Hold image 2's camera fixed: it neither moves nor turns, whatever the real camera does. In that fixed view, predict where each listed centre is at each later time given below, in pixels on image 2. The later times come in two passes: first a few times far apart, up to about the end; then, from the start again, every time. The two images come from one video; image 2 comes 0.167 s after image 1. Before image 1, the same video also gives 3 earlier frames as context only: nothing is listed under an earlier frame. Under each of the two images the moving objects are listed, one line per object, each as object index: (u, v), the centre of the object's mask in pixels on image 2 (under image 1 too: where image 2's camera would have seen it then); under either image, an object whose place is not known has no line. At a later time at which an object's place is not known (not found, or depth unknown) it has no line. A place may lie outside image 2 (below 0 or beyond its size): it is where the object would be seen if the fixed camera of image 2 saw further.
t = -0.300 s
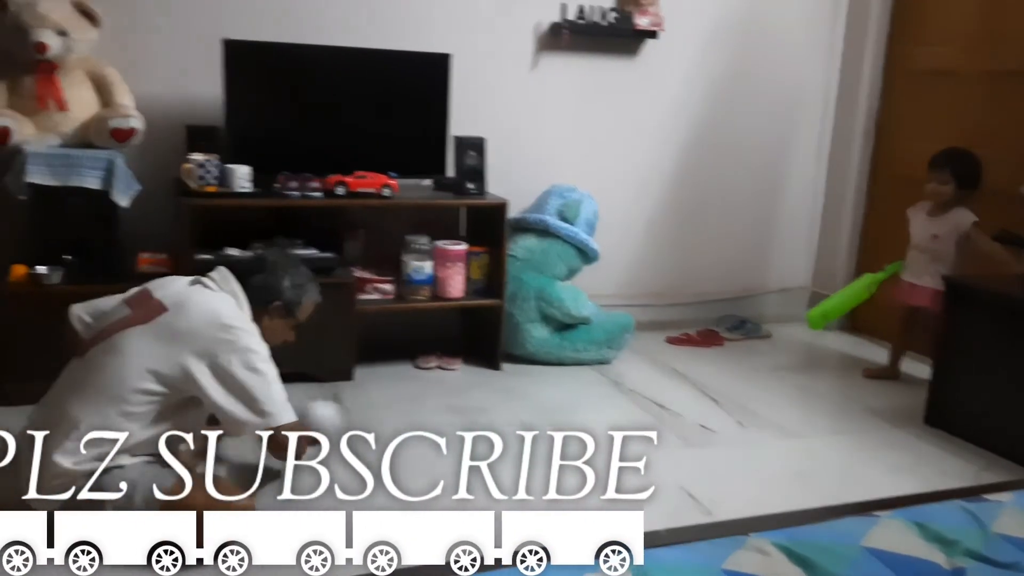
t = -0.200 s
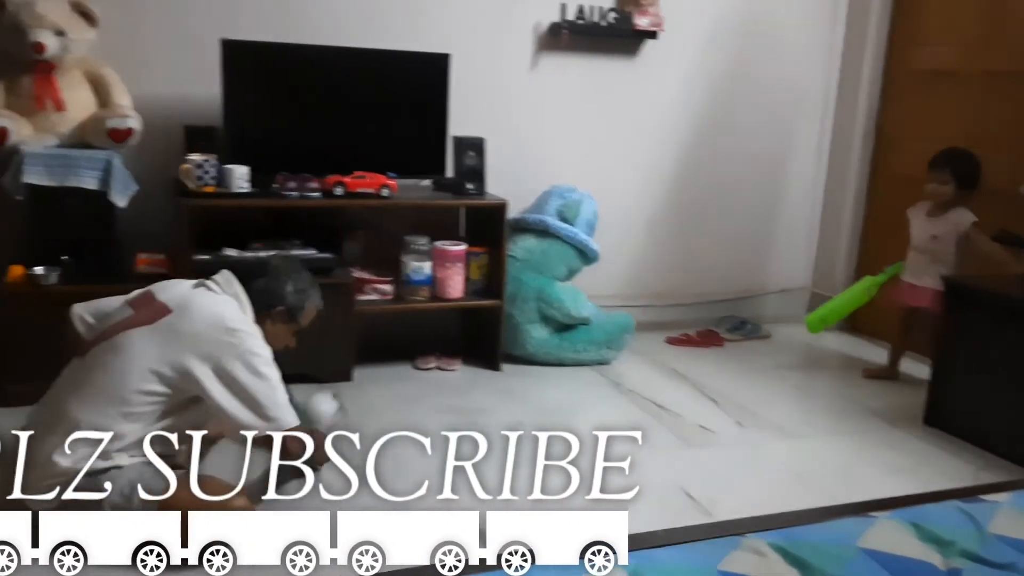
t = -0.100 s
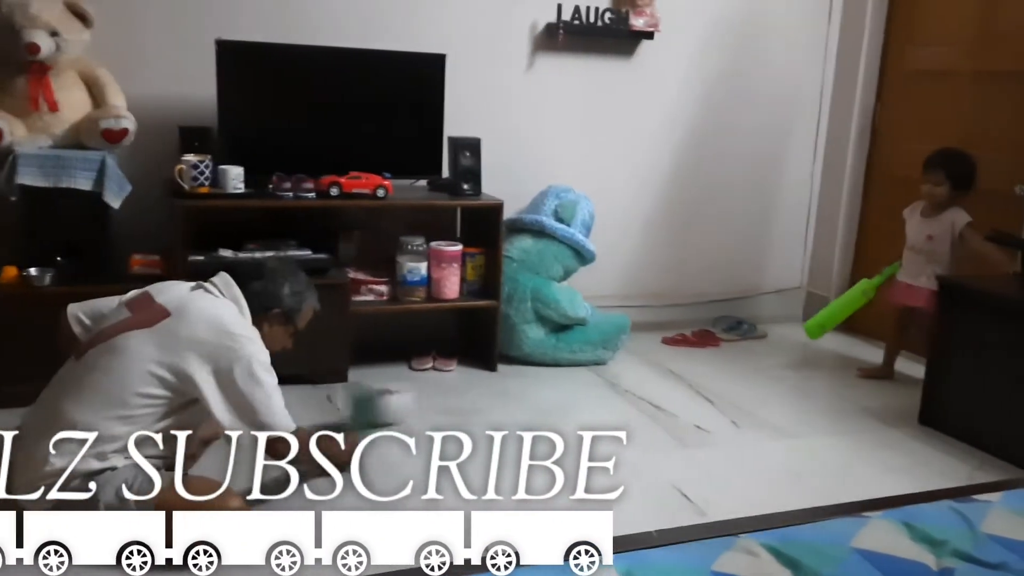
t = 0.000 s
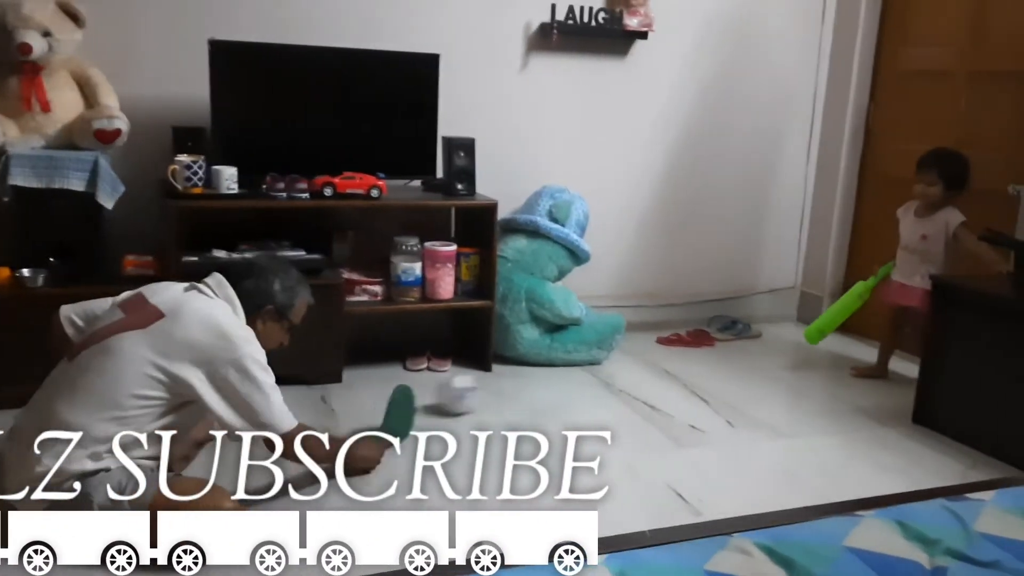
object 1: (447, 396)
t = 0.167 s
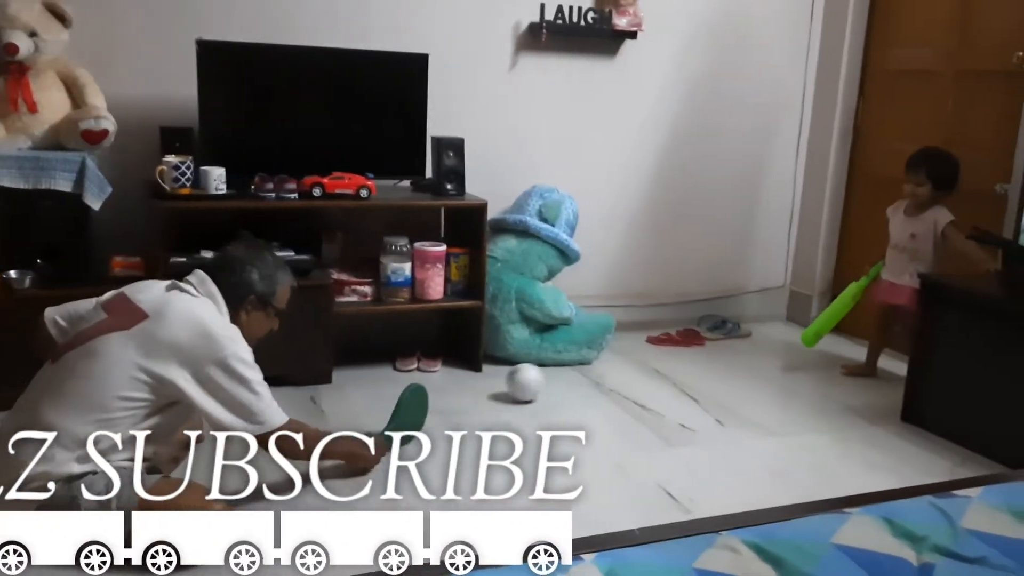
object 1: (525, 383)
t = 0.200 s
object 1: (534, 382)
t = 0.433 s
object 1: (603, 372)
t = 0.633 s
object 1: (651, 365)
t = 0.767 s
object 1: (686, 360)
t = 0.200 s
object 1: (534, 382)
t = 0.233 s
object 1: (543, 381)
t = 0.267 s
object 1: (552, 379)
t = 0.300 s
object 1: (563, 378)
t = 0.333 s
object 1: (572, 377)
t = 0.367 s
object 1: (584, 376)
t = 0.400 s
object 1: (594, 374)
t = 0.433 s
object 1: (603, 372)
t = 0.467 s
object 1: (611, 370)
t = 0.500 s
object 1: (620, 369)
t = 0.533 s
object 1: (627, 369)
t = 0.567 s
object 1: (635, 367)
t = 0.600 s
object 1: (643, 366)
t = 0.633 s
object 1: (651, 365)
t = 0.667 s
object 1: (661, 364)
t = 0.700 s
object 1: (671, 363)
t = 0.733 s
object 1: (679, 361)
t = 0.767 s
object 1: (686, 360)
